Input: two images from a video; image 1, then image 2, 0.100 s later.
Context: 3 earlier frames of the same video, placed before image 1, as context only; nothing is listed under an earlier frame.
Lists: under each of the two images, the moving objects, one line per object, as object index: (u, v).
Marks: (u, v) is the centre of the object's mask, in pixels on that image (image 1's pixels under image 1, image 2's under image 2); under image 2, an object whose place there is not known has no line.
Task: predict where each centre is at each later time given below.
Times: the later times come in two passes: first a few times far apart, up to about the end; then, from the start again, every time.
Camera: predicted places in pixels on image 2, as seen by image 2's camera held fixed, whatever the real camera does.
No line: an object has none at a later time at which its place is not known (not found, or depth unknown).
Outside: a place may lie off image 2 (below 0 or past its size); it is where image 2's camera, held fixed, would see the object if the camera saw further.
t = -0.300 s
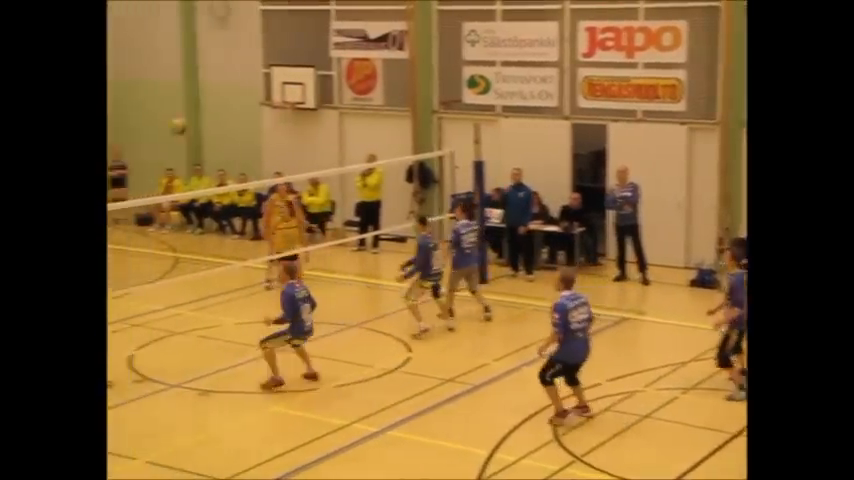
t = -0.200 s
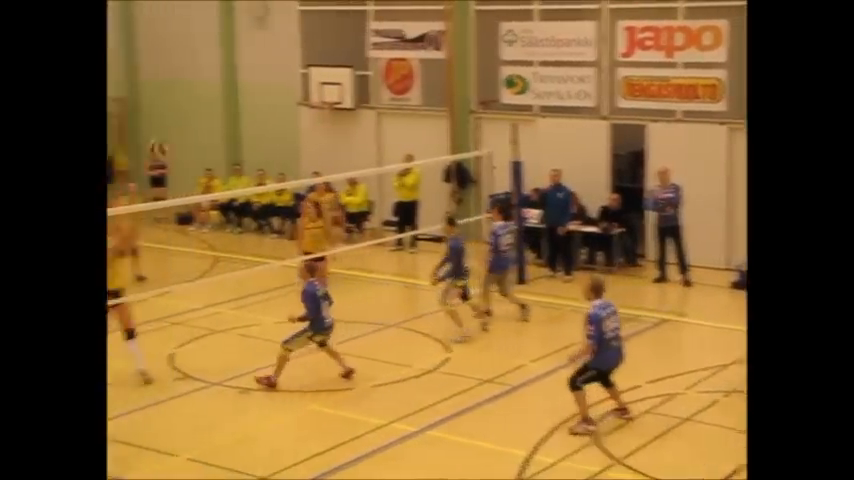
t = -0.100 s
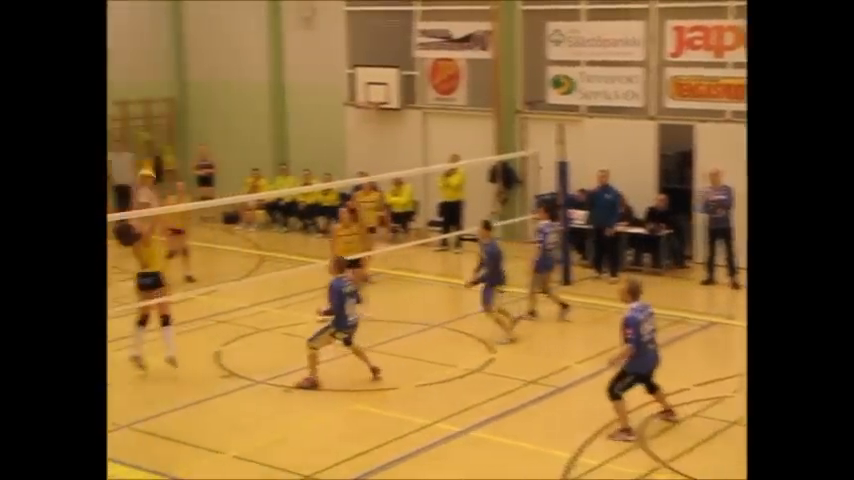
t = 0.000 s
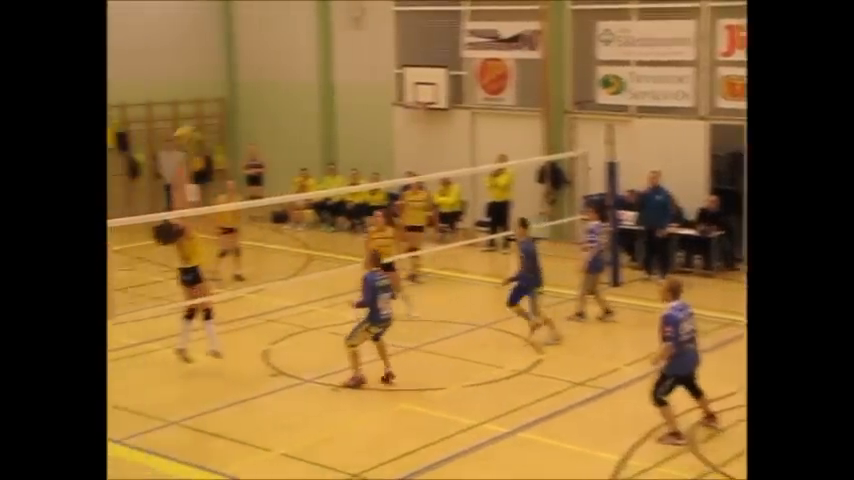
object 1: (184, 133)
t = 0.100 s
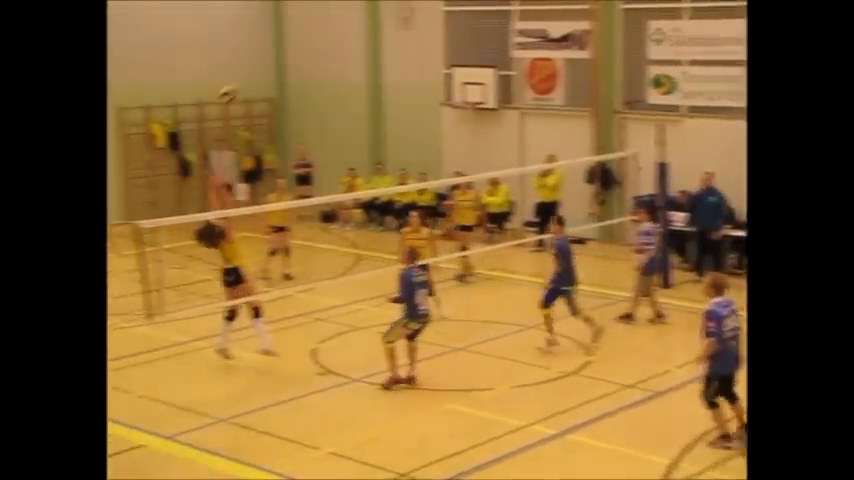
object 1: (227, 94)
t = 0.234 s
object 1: (221, 52)
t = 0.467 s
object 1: (216, 14)
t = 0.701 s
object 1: (210, 22)
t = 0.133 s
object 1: (226, 82)
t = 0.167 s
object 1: (224, 71)
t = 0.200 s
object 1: (222, 61)
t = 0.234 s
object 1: (221, 52)
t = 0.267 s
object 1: (220, 44)
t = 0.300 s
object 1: (218, 36)
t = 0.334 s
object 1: (217, 29)
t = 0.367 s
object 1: (217, 25)
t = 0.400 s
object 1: (216, 20)
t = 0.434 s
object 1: (217, 17)
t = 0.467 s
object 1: (216, 14)
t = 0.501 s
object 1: (215, 13)
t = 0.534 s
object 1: (214, 13)
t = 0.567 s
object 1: (213, 13)
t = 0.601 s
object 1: (212, 14)
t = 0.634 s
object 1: (212, 15)
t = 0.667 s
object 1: (211, 18)
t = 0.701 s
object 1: (210, 22)
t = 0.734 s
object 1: (210, 27)
